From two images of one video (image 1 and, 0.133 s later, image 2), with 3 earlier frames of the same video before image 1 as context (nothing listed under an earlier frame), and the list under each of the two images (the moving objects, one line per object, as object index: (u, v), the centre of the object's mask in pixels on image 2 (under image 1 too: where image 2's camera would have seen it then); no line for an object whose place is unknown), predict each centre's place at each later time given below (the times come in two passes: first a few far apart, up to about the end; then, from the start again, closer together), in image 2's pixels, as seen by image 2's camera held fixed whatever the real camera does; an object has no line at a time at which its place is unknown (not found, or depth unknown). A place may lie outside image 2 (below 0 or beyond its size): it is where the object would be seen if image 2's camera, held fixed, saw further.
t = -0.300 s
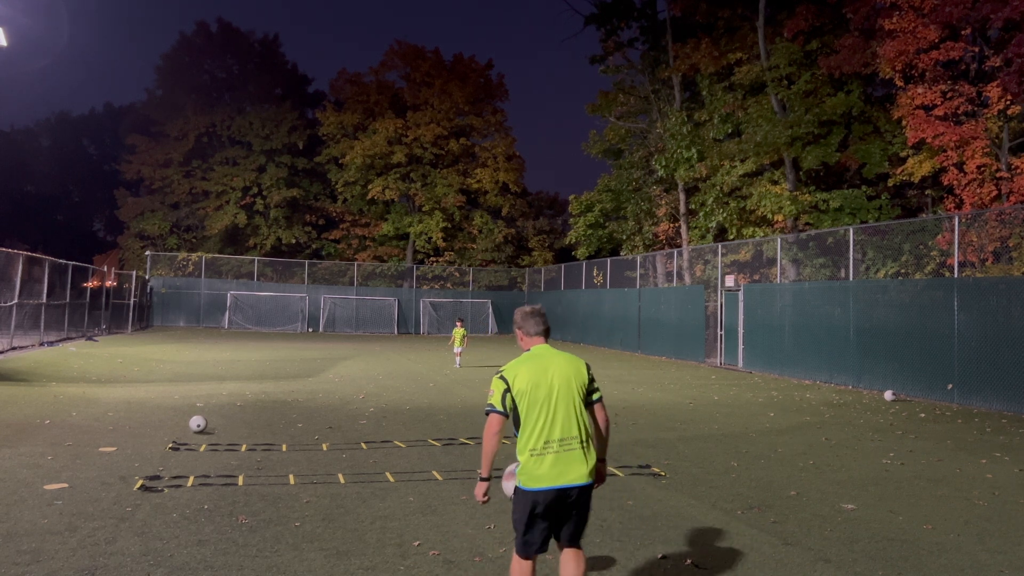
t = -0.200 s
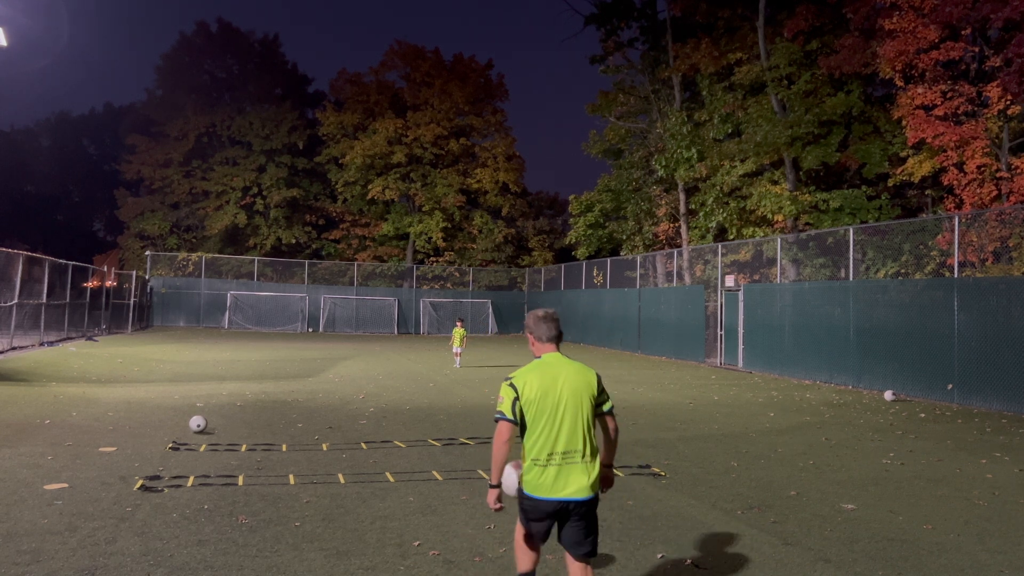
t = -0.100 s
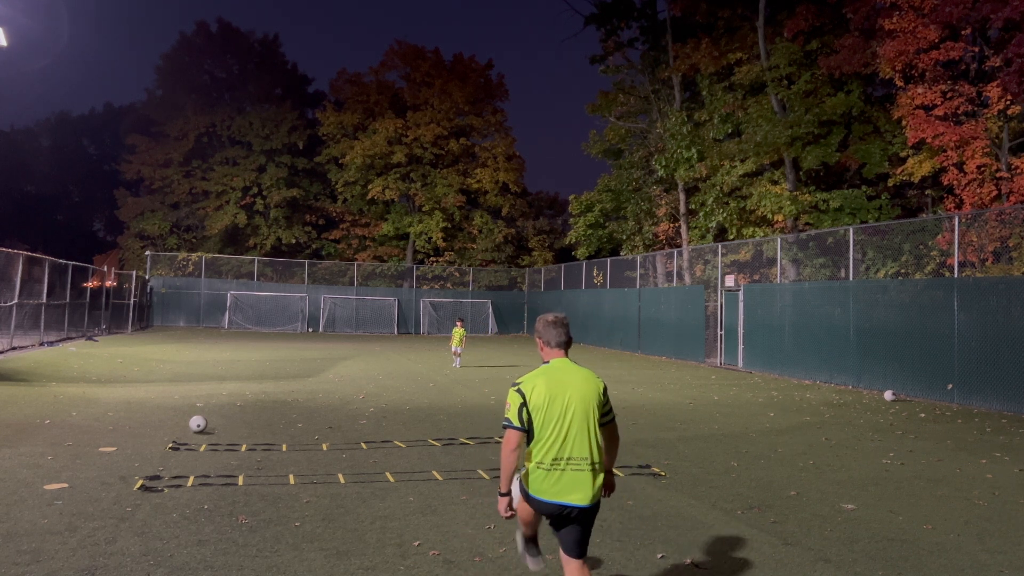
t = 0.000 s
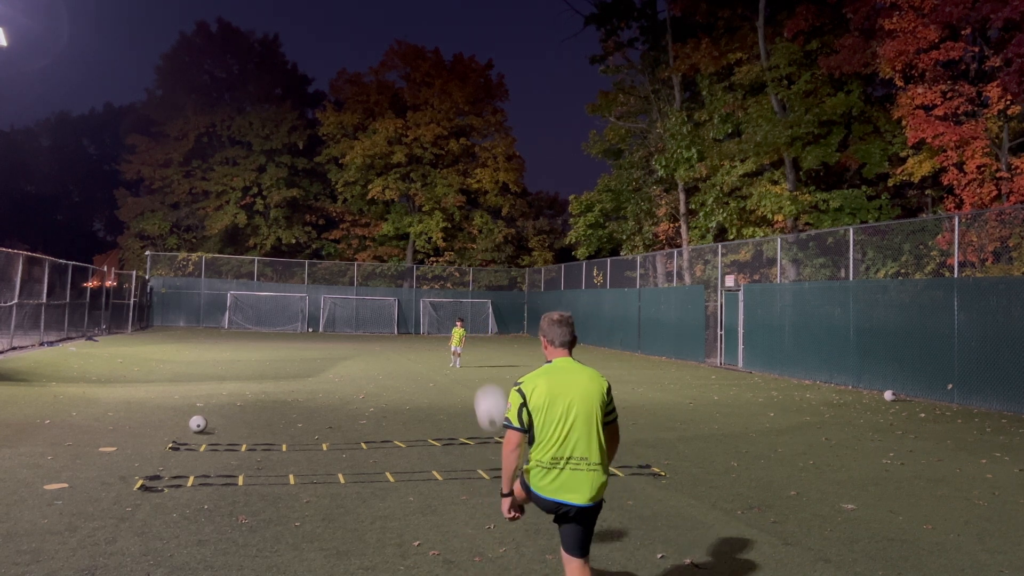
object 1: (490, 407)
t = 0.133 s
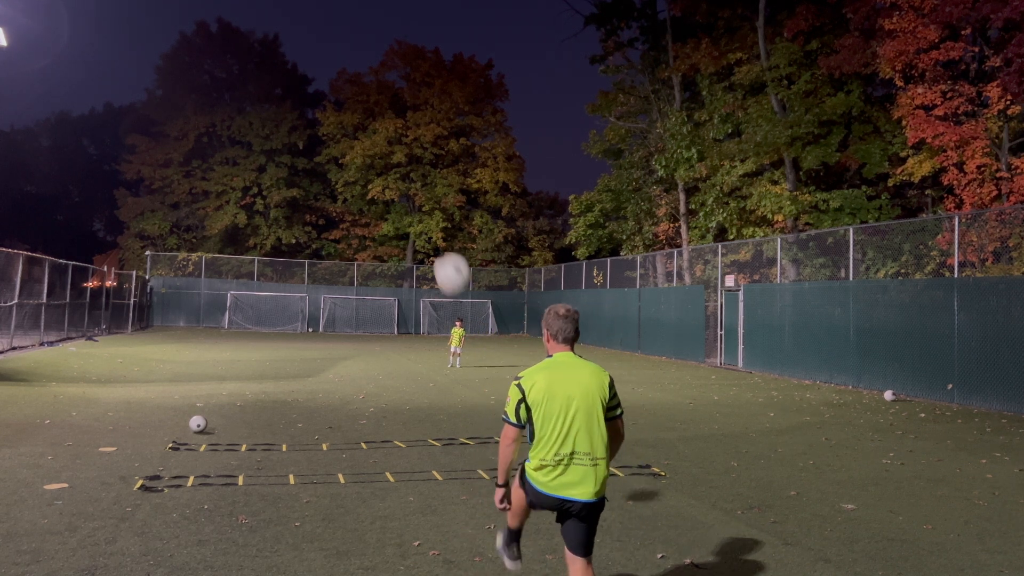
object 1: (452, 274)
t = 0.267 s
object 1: (410, 168)
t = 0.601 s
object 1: (308, 36)
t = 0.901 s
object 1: (211, 75)
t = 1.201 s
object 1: (109, 263)
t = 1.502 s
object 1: (15, 561)
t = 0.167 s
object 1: (442, 245)
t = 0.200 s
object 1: (431, 217)
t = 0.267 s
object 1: (410, 168)
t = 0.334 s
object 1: (390, 128)
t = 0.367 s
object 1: (380, 109)
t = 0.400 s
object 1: (370, 94)
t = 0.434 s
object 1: (360, 81)
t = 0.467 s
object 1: (350, 68)
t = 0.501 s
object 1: (339, 58)
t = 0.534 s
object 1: (329, 49)
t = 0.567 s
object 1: (318, 41)
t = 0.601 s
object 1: (308, 36)
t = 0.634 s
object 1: (296, 32)
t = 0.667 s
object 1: (286, 32)
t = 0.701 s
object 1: (276, 33)
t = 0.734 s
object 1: (265, 35)
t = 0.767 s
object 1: (254, 39)
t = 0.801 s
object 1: (244, 45)
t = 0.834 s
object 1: (233, 53)
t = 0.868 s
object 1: (222, 63)
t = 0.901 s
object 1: (211, 75)
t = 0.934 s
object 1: (200, 88)
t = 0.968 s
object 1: (187, 102)
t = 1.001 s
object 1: (176, 120)
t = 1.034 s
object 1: (164, 138)
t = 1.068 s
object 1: (153, 160)
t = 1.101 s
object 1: (143, 183)
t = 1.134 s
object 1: (132, 208)
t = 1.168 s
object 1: (120, 236)
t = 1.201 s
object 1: (109, 263)
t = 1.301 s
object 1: (75, 363)
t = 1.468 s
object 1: (20, 560)
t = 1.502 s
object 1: (15, 561)
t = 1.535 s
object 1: (10, 537)
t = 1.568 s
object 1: (8, 510)
